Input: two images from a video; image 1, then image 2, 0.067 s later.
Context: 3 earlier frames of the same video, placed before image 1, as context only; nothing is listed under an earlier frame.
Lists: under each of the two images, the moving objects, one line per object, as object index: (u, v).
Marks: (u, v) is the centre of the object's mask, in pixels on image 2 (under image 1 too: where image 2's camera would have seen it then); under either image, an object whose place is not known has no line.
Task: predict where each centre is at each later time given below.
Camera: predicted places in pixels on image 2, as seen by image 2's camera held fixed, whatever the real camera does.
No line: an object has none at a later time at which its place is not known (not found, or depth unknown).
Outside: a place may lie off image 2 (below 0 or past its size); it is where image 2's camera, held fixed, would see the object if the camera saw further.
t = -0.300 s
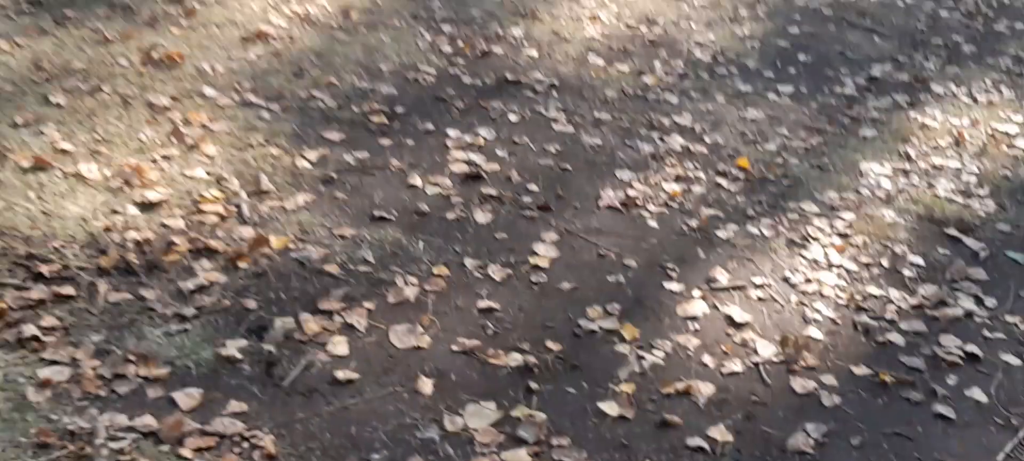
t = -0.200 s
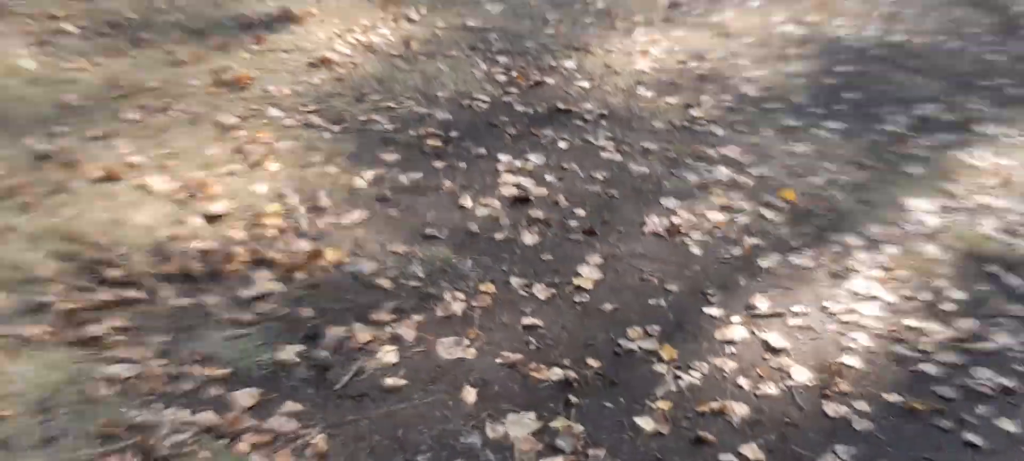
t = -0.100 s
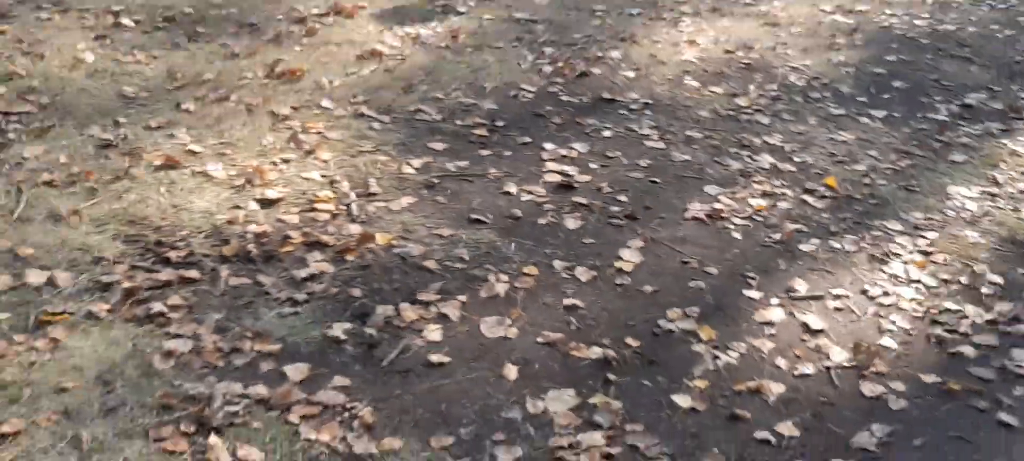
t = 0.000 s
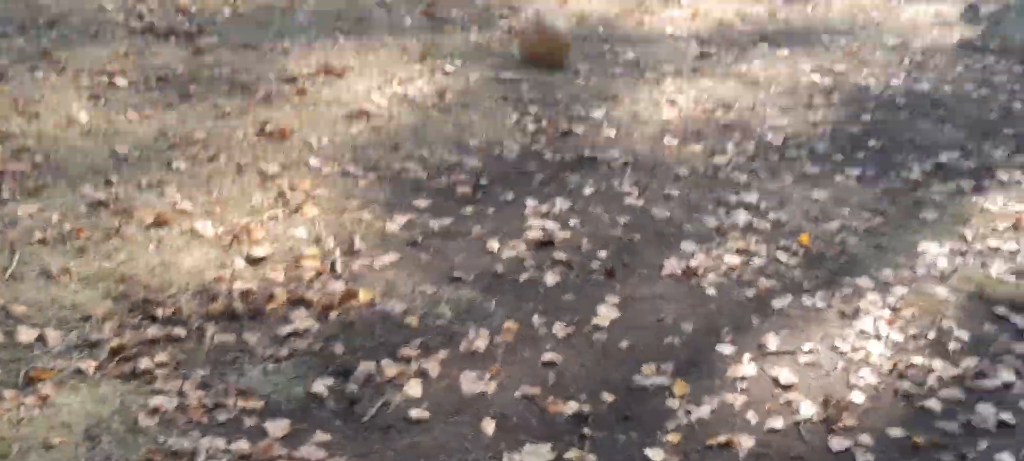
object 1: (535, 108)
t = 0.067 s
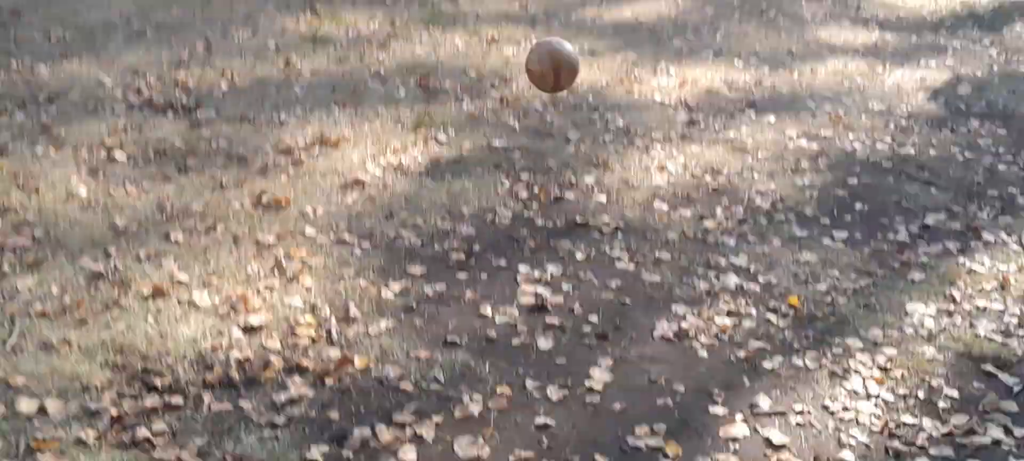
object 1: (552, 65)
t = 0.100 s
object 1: (561, 40)
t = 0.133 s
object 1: (569, 21)
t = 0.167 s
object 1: (578, 1)
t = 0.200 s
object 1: (583, -22)
